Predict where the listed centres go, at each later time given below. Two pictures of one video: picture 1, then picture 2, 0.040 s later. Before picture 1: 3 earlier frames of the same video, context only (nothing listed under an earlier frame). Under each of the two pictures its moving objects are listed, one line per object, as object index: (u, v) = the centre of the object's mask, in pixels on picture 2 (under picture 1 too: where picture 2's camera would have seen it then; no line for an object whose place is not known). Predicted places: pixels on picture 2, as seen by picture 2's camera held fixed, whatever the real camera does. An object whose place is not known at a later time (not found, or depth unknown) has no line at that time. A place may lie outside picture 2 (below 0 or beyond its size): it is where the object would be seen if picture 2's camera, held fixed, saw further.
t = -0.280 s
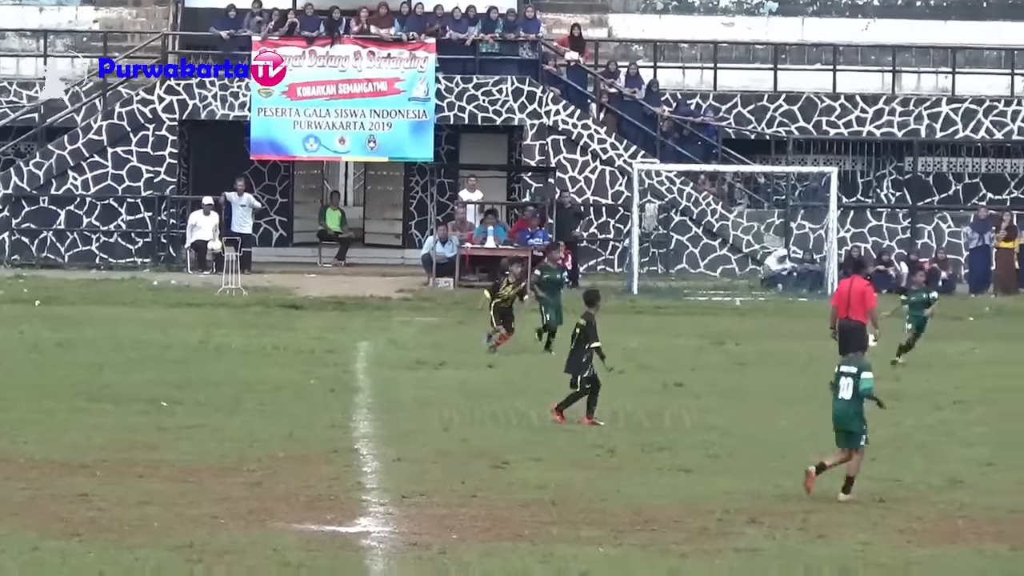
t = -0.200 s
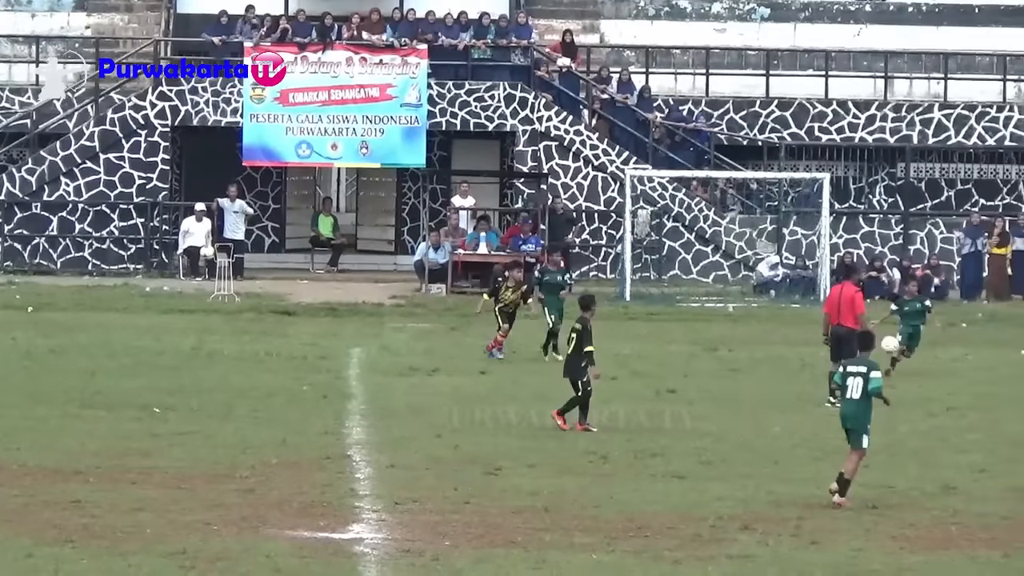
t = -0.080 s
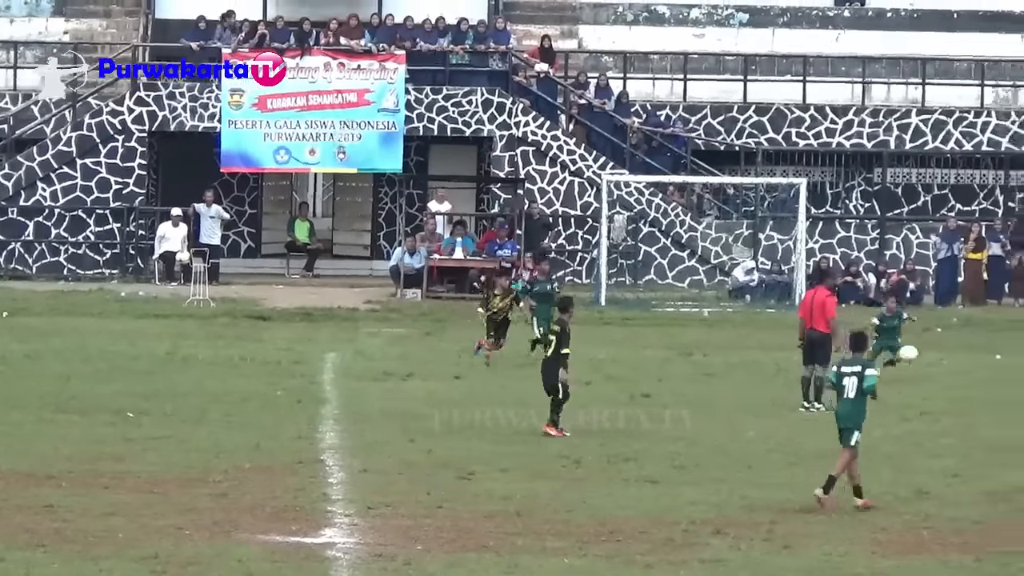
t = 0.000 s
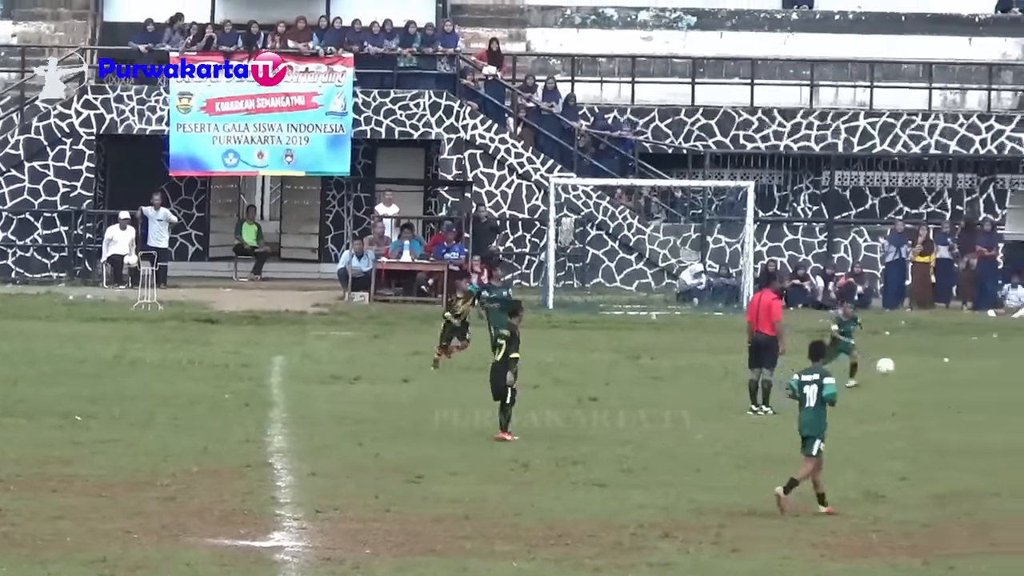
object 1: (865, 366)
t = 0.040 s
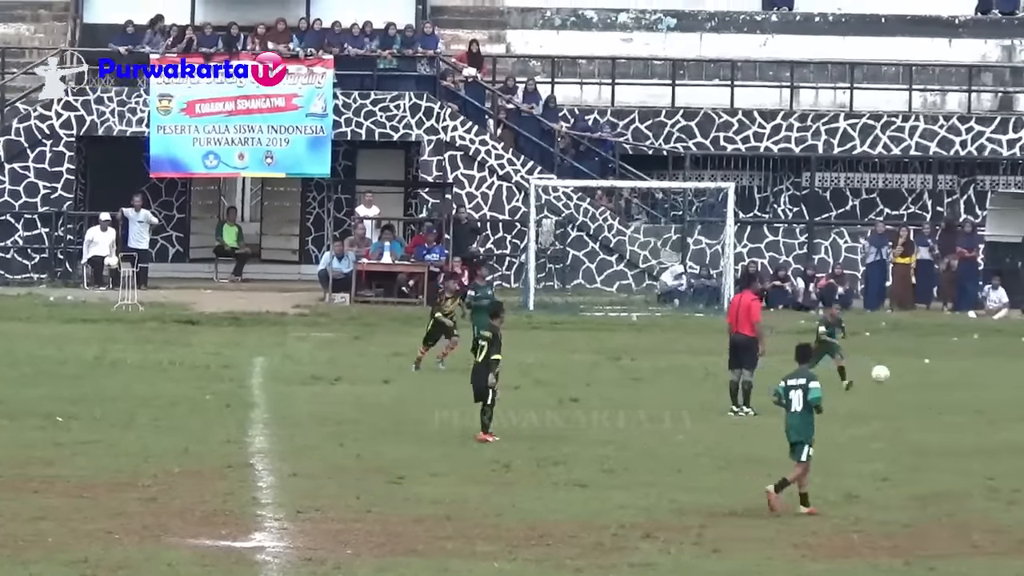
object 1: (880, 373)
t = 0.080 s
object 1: (895, 382)
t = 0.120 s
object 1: (911, 388)
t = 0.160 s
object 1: (927, 382)
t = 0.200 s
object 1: (943, 377)
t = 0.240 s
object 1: (960, 373)
